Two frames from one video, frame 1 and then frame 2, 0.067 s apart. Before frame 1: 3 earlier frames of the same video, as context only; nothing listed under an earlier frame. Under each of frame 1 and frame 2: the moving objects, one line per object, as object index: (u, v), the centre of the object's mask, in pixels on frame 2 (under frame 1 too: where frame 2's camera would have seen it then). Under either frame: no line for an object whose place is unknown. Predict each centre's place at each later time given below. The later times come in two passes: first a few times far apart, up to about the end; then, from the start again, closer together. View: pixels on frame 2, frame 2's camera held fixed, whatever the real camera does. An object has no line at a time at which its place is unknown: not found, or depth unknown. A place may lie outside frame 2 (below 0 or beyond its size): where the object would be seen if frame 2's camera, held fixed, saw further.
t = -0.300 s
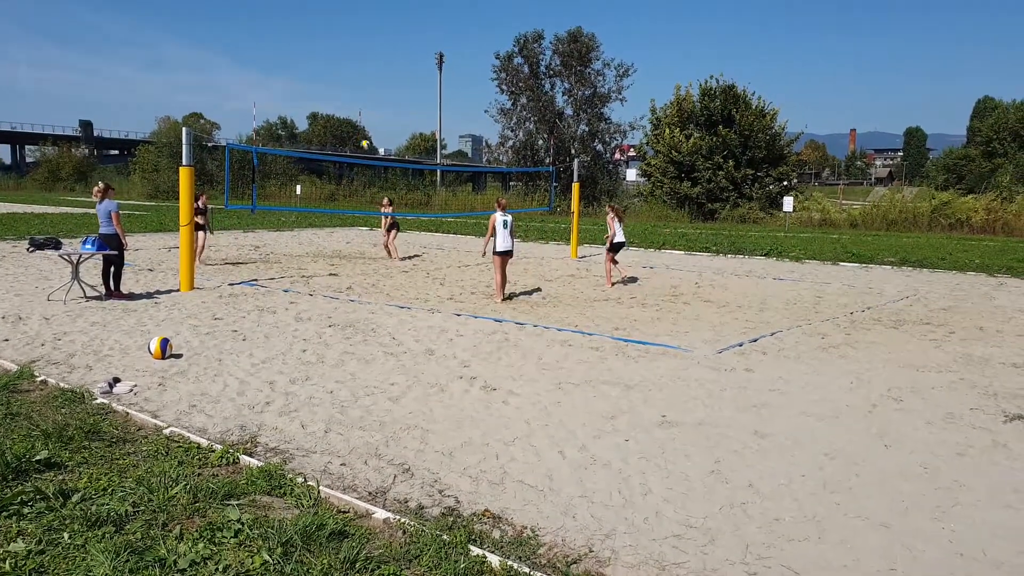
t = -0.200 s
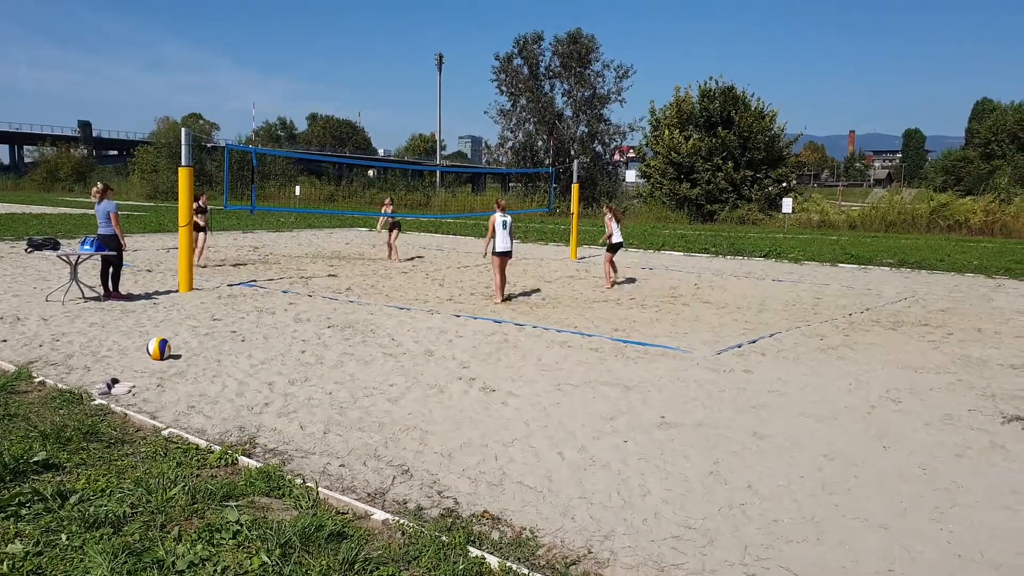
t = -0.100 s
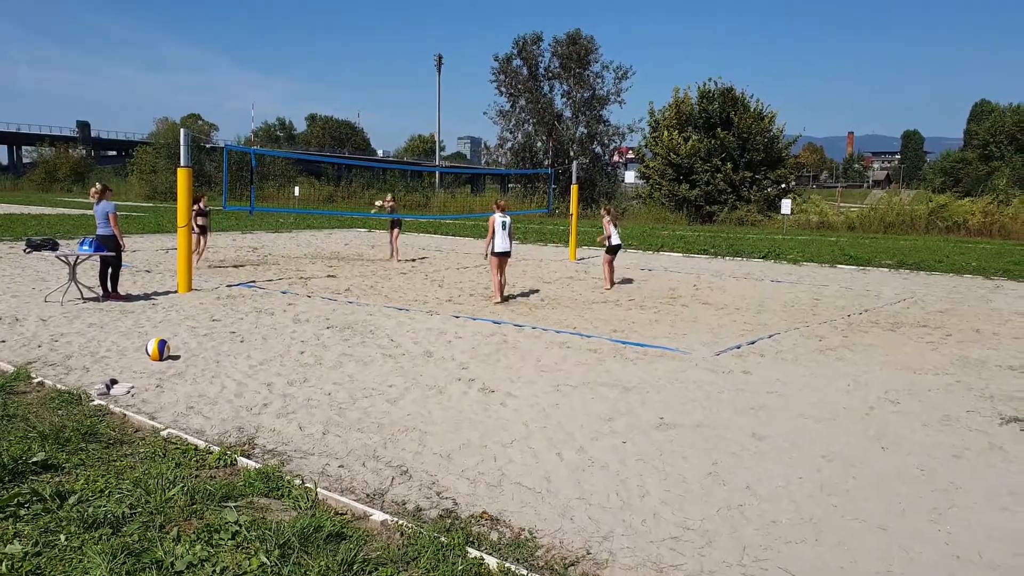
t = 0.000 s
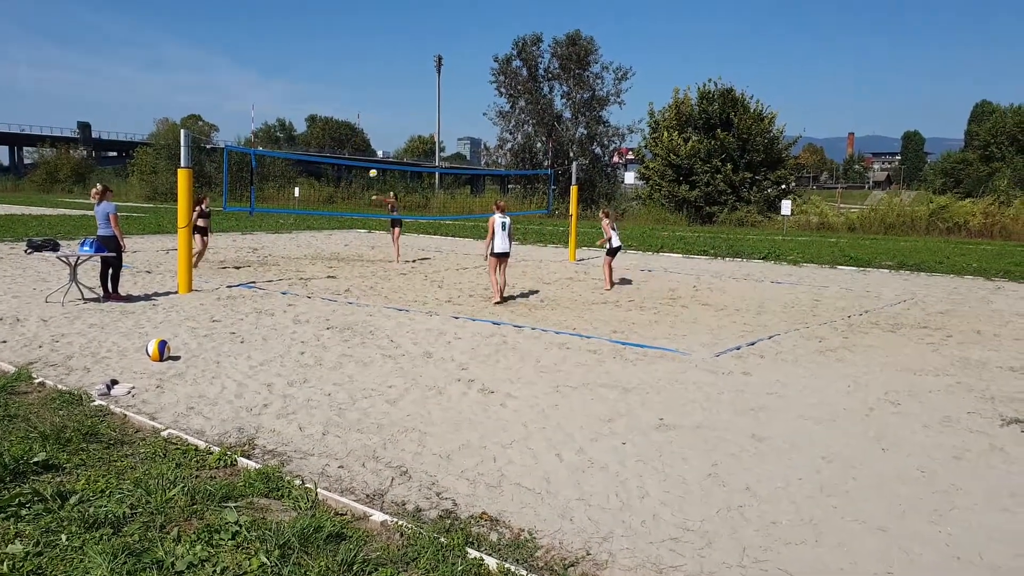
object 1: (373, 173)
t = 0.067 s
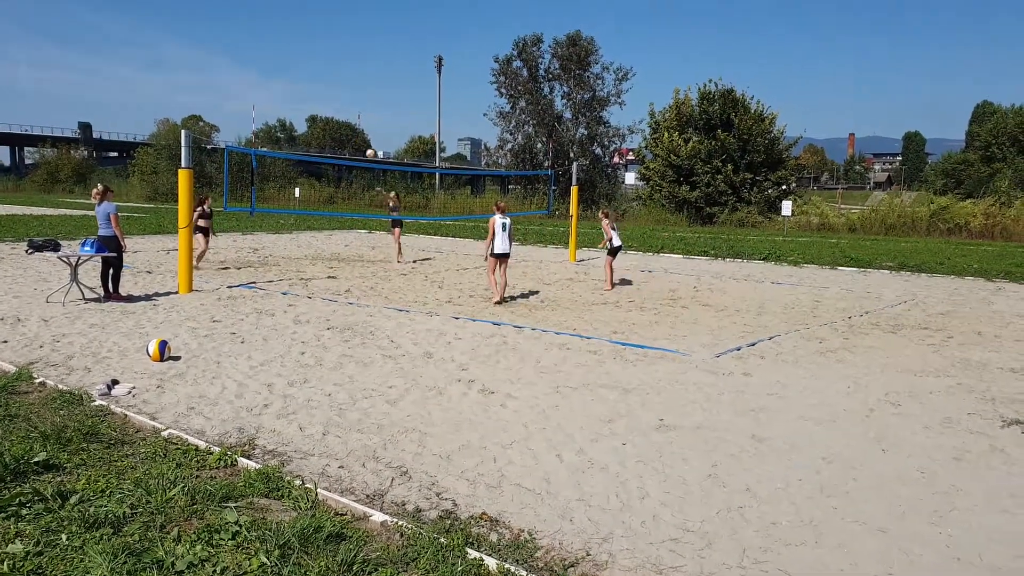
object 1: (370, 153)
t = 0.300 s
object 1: (357, 95)
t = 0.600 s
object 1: (339, 54)
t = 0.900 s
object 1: (321, 54)
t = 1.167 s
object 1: (304, 91)
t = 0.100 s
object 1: (369, 143)
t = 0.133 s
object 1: (367, 134)
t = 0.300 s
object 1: (357, 95)
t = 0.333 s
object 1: (355, 88)
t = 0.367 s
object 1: (353, 82)
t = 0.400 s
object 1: (352, 76)
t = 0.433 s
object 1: (349, 71)
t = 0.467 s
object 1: (347, 66)
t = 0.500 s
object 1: (345, 62)
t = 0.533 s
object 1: (343, 59)
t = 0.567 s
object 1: (341, 56)
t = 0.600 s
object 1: (339, 54)
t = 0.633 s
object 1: (337, 52)
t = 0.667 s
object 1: (335, 50)
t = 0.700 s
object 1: (334, 49)
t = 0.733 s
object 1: (332, 49)
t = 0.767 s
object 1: (330, 48)
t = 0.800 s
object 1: (327, 49)
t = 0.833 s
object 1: (325, 50)
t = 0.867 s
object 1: (323, 51)
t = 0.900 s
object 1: (321, 54)
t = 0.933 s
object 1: (319, 57)
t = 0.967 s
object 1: (317, 59)
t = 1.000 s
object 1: (314, 64)
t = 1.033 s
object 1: (312, 68)
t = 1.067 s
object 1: (310, 73)
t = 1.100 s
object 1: (308, 78)
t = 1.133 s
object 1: (307, 84)
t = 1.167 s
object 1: (304, 91)
